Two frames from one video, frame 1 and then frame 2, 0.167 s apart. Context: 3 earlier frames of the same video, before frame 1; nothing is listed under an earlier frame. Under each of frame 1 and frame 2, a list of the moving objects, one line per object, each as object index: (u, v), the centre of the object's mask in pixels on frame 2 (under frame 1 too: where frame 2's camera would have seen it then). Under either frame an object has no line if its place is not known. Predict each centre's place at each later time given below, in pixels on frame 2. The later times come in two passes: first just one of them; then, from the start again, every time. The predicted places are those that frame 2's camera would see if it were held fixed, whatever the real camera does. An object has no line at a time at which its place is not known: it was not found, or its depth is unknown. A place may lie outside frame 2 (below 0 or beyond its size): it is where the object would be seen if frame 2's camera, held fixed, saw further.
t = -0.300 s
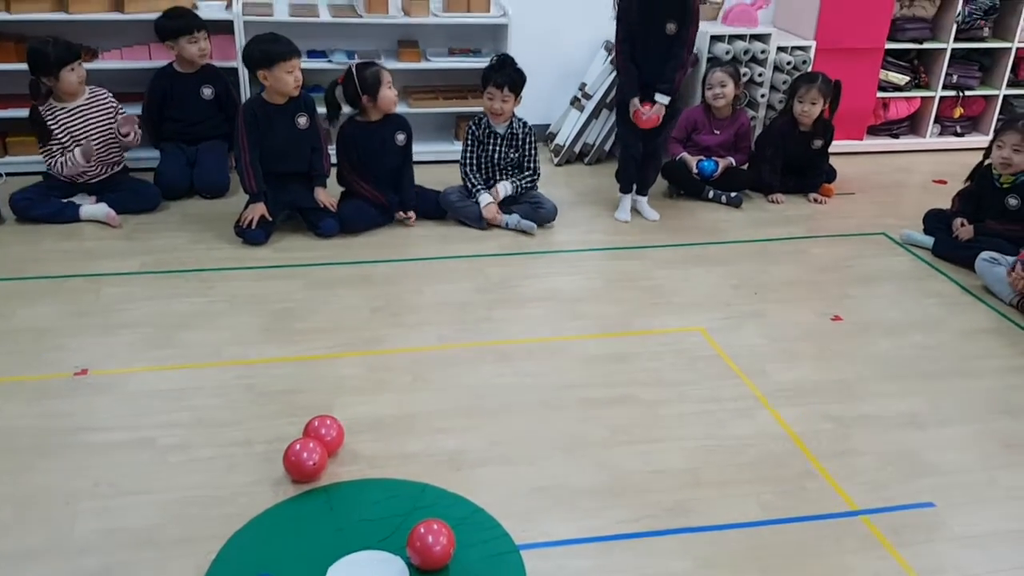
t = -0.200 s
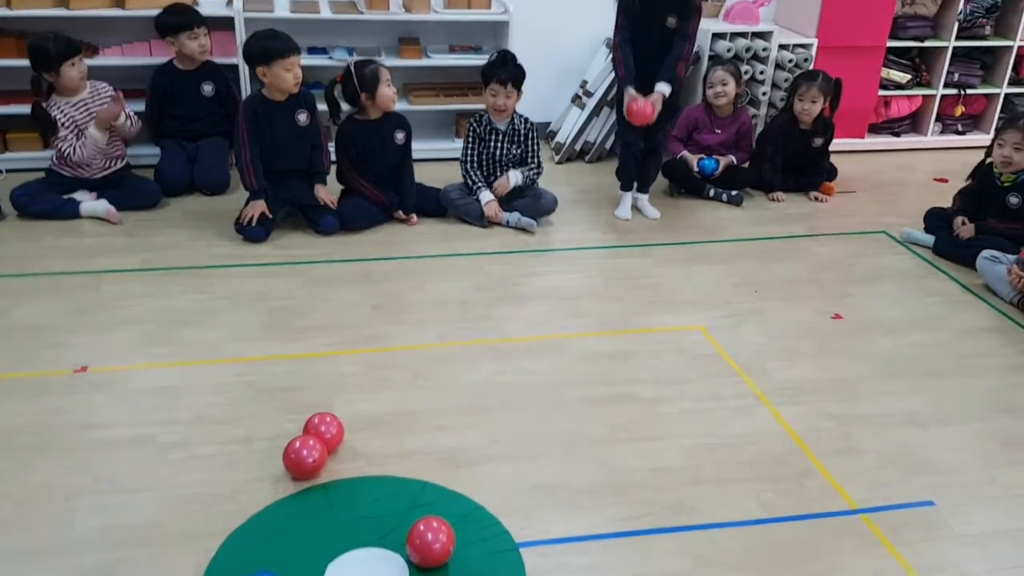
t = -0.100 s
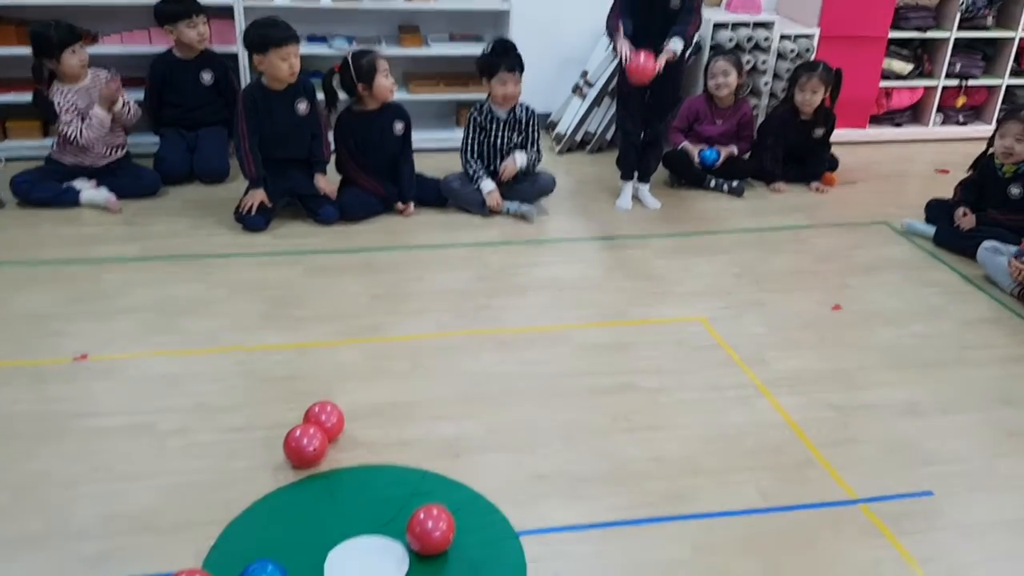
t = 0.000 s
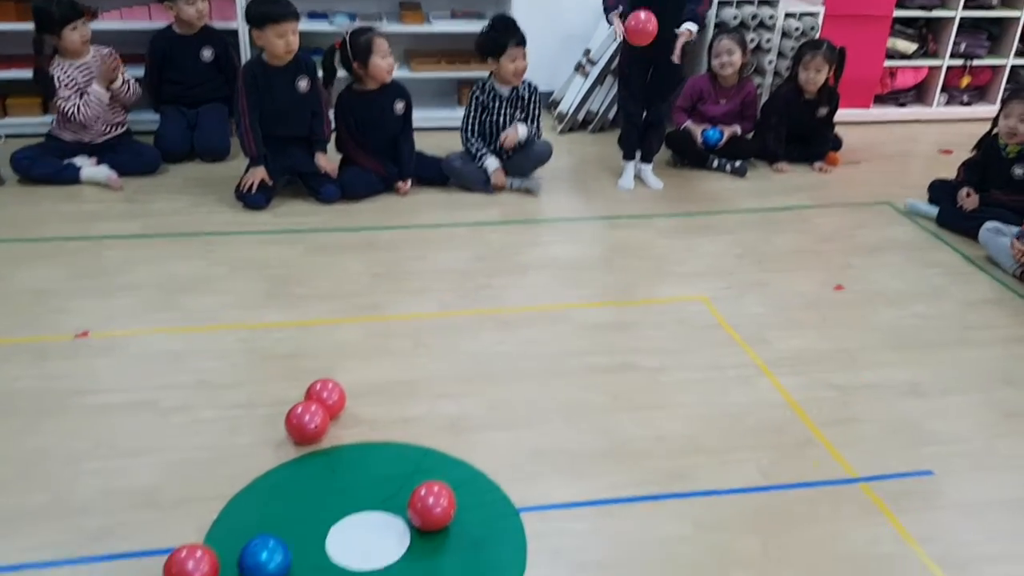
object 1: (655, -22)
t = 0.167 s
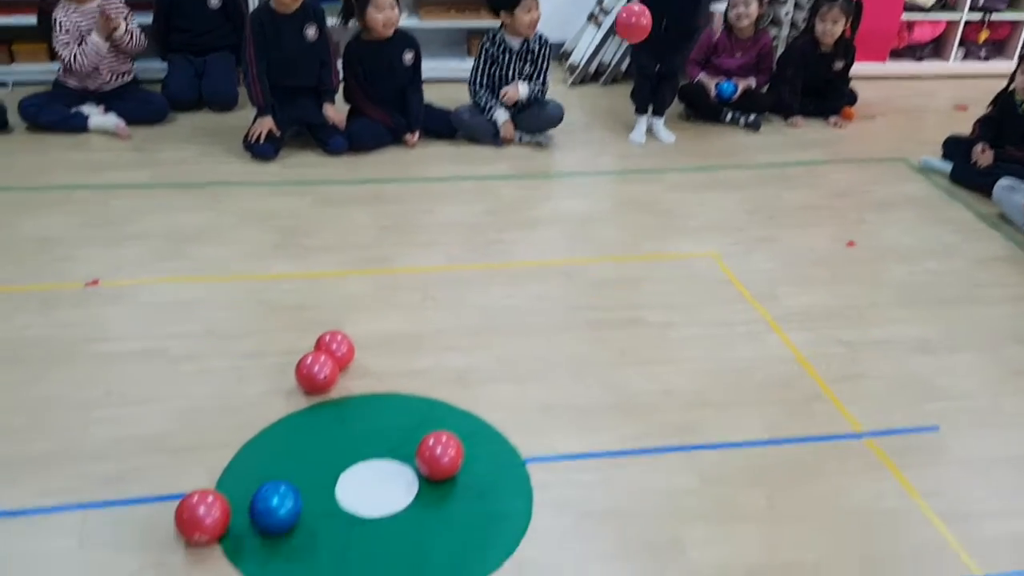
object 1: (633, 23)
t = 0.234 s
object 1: (619, 70)
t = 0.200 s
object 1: (627, 44)
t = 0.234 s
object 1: (619, 70)
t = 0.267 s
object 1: (612, 101)
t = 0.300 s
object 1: (604, 137)
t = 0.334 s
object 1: (594, 178)
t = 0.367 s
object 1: (584, 224)
